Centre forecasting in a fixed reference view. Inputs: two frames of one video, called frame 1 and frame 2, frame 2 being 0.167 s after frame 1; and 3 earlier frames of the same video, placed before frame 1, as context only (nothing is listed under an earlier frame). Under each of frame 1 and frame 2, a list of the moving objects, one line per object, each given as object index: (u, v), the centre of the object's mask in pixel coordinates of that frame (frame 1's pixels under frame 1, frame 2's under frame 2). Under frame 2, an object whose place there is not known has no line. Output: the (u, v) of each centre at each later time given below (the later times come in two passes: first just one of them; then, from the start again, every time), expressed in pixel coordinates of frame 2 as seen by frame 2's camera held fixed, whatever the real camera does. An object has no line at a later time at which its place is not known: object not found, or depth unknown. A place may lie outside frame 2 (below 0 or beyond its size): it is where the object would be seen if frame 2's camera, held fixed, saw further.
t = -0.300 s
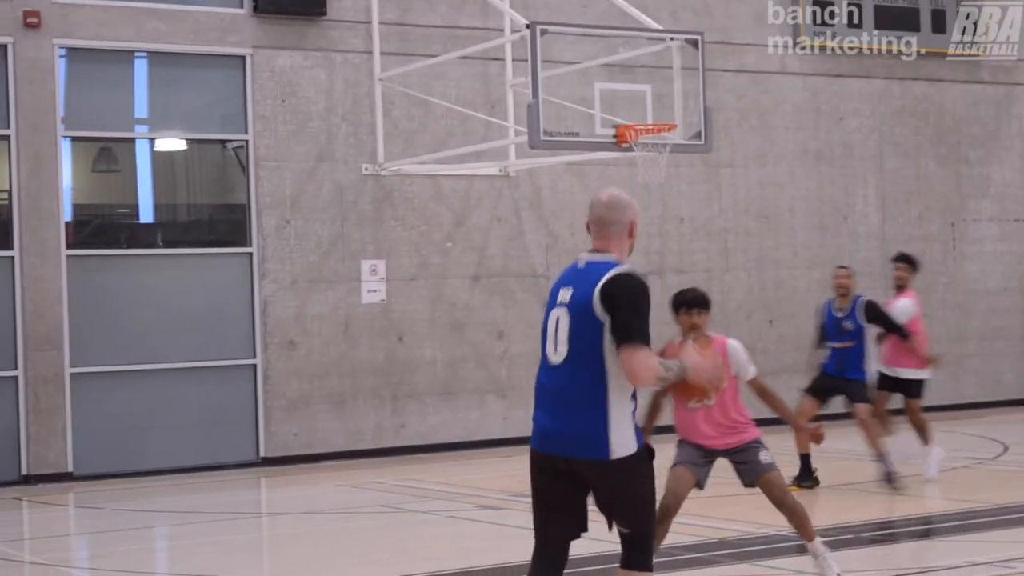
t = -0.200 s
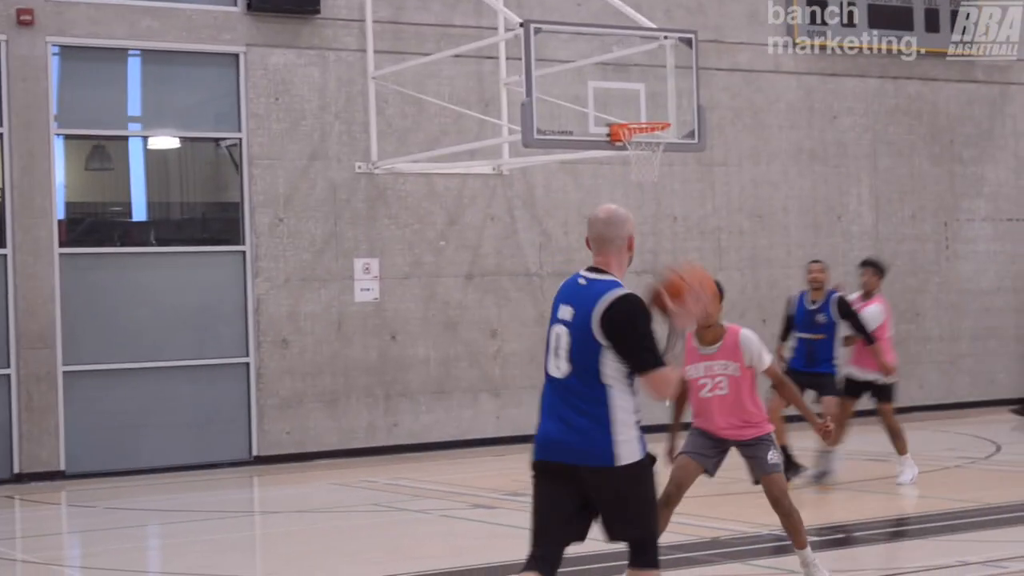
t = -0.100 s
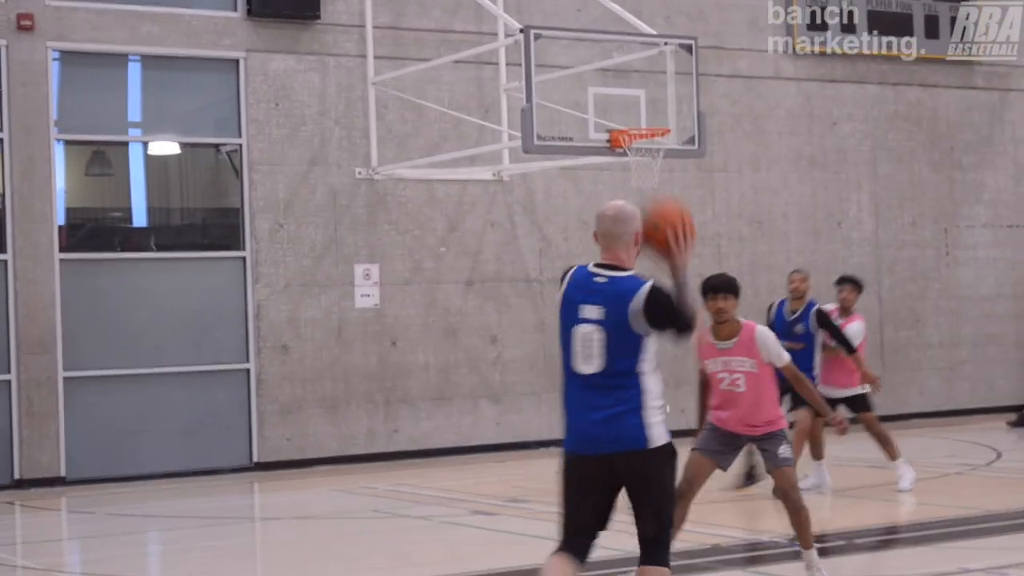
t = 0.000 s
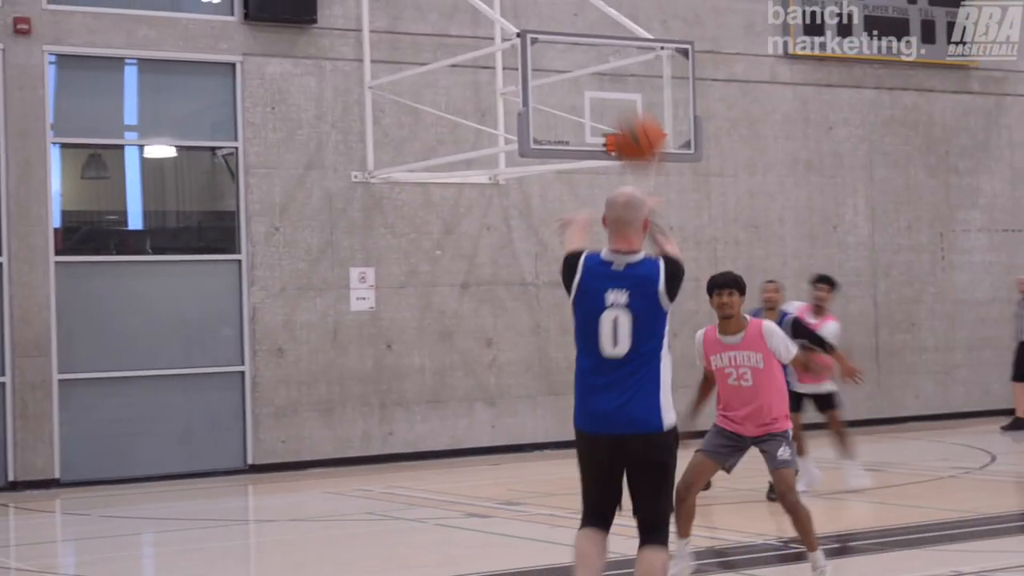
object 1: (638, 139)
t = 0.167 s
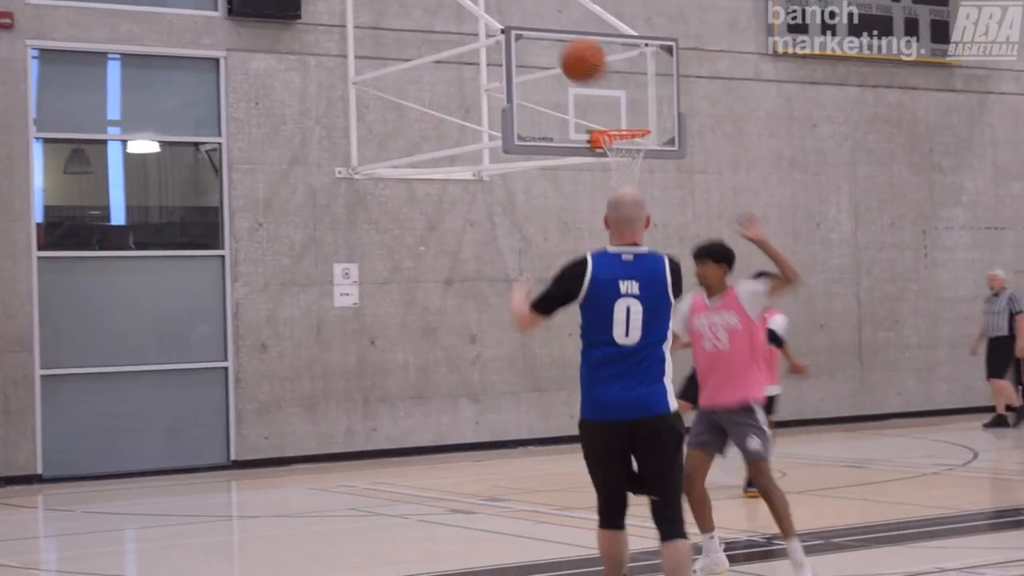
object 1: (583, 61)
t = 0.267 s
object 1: (565, 48)
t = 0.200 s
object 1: (576, 54)
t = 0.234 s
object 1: (570, 50)
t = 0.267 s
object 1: (565, 48)
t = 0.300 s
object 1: (560, 48)
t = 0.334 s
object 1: (553, 48)
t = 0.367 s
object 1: (547, 52)
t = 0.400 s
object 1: (543, 58)
